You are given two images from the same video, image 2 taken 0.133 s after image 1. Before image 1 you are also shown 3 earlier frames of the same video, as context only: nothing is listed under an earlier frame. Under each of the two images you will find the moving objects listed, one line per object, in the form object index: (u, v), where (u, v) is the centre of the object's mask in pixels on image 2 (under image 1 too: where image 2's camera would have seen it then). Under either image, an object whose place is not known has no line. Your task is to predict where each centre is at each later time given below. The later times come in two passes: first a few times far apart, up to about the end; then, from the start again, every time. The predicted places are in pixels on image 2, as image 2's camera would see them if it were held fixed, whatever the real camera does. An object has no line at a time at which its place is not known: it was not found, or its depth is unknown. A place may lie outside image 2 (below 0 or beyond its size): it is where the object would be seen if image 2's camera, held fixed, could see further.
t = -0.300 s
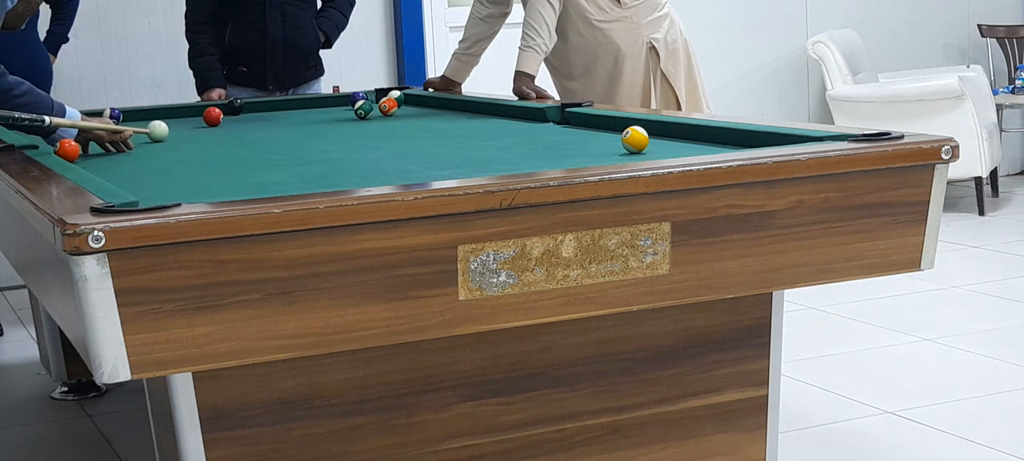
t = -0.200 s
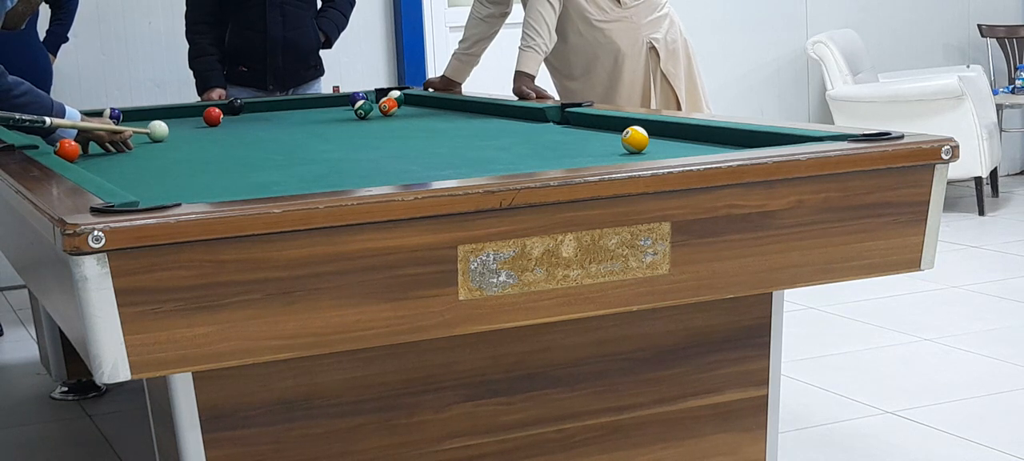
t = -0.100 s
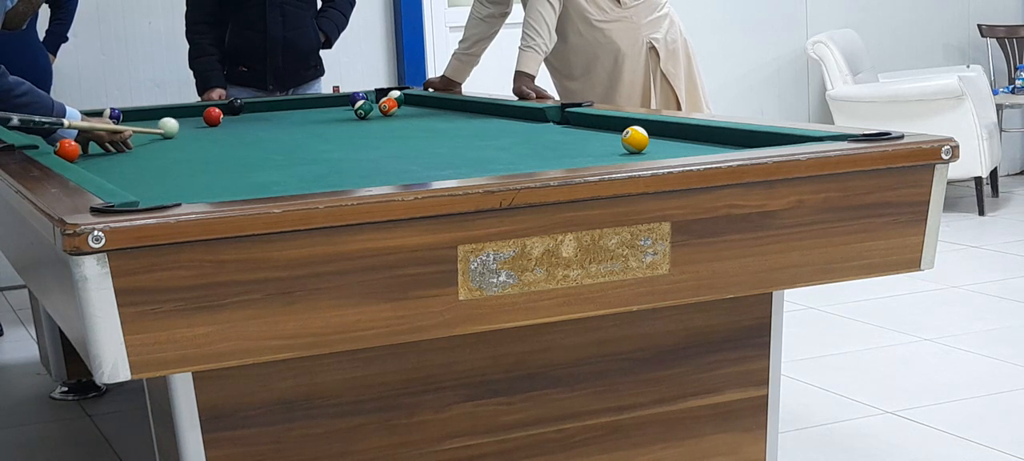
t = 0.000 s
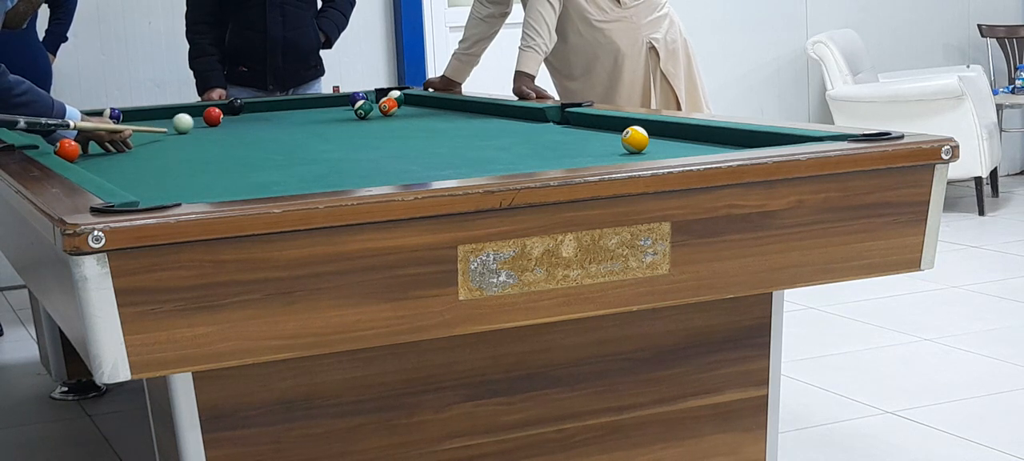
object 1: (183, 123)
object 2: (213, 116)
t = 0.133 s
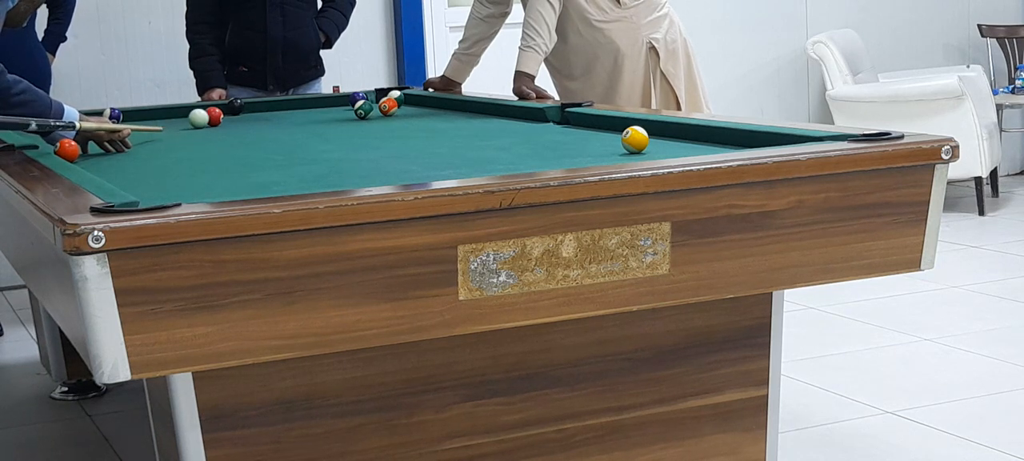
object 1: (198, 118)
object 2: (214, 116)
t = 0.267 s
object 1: (187, 117)
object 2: (236, 113)
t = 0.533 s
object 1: (167, 115)
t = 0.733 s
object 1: (154, 113)
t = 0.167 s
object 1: (195, 118)
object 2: (219, 115)
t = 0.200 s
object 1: (192, 118)
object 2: (225, 114)
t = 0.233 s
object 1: (189, 117)
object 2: (230, 114)
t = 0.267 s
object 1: (187, 117)
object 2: (236, 113)
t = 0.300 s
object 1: (184, 117)
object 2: (241, 112)
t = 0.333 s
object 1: (182, 116)
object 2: (246, 112)
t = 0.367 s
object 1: (179, 116)
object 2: (251, 111)
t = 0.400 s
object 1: (177, 116)
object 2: (256, 111)
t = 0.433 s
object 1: (174, 116)
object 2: (261, 110)
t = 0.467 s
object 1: (172, 115)
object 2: (266, 109)
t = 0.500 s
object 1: (170, 115)
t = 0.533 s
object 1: (167, 115)
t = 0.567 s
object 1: (165, 115)
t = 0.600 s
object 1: (163, 114)
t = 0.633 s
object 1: (161, 114)
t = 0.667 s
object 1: (158, 114)
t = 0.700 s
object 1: (156, 113)
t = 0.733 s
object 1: (154, 113)
